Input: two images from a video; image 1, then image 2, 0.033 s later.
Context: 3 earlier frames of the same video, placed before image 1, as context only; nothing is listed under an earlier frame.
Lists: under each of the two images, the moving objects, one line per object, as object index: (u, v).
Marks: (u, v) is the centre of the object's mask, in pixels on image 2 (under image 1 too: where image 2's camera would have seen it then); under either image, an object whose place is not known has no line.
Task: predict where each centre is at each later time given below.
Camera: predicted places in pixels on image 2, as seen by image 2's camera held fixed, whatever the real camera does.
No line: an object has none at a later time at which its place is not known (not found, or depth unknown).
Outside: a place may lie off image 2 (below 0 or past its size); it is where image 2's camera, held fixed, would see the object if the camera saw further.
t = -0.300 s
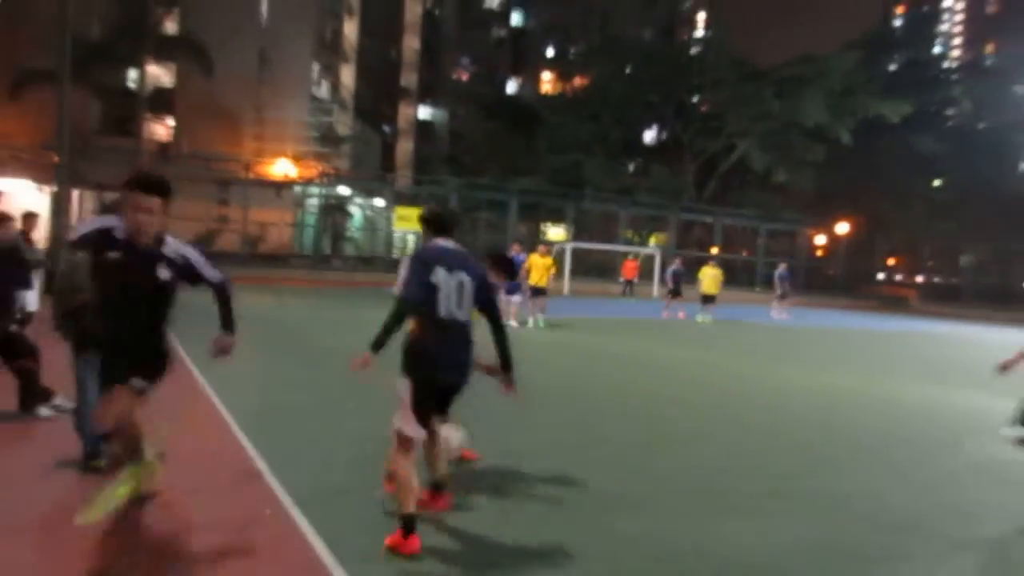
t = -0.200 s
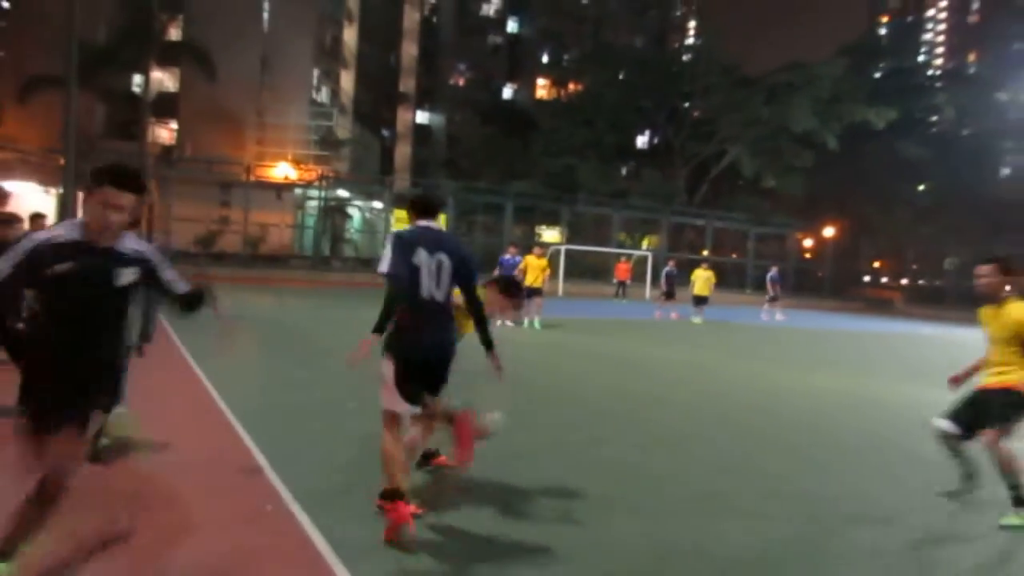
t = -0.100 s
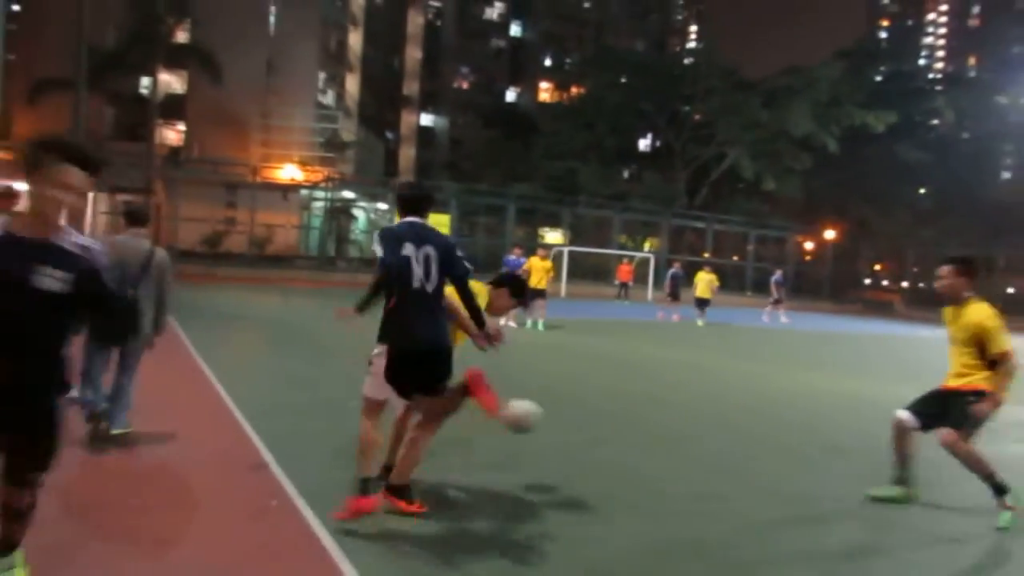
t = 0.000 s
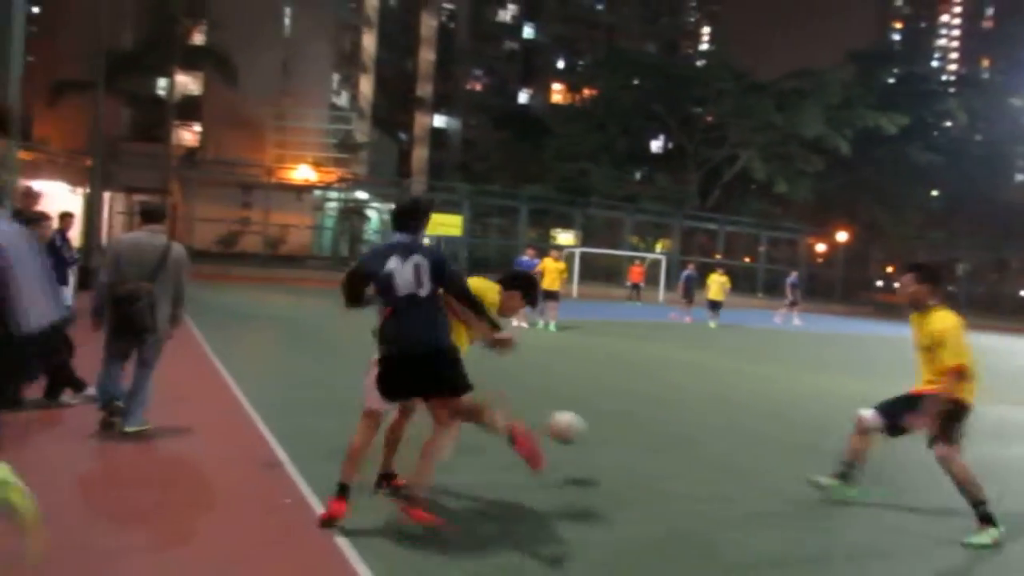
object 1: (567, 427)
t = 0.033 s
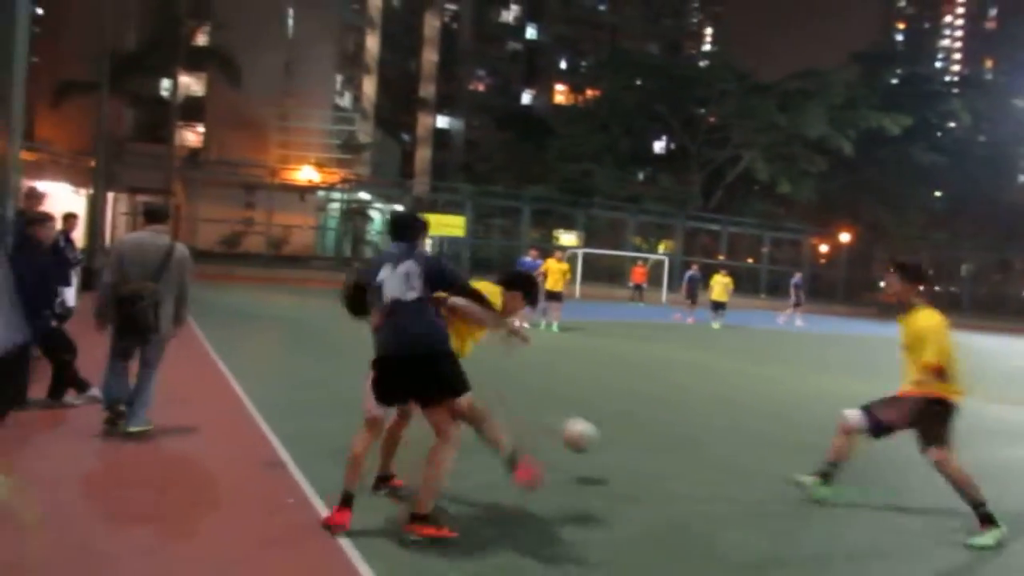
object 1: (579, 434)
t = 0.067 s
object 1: (589, 443)
